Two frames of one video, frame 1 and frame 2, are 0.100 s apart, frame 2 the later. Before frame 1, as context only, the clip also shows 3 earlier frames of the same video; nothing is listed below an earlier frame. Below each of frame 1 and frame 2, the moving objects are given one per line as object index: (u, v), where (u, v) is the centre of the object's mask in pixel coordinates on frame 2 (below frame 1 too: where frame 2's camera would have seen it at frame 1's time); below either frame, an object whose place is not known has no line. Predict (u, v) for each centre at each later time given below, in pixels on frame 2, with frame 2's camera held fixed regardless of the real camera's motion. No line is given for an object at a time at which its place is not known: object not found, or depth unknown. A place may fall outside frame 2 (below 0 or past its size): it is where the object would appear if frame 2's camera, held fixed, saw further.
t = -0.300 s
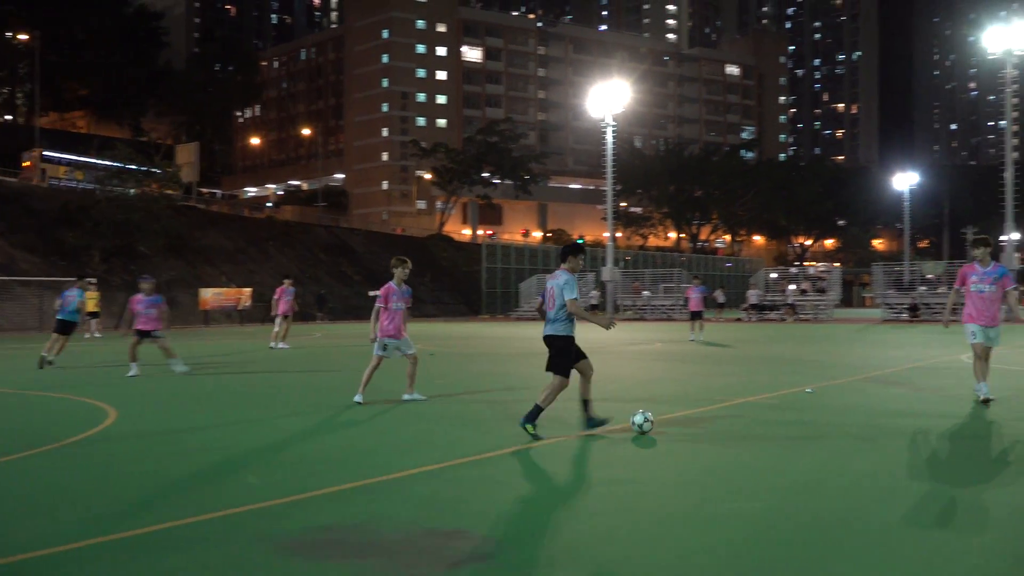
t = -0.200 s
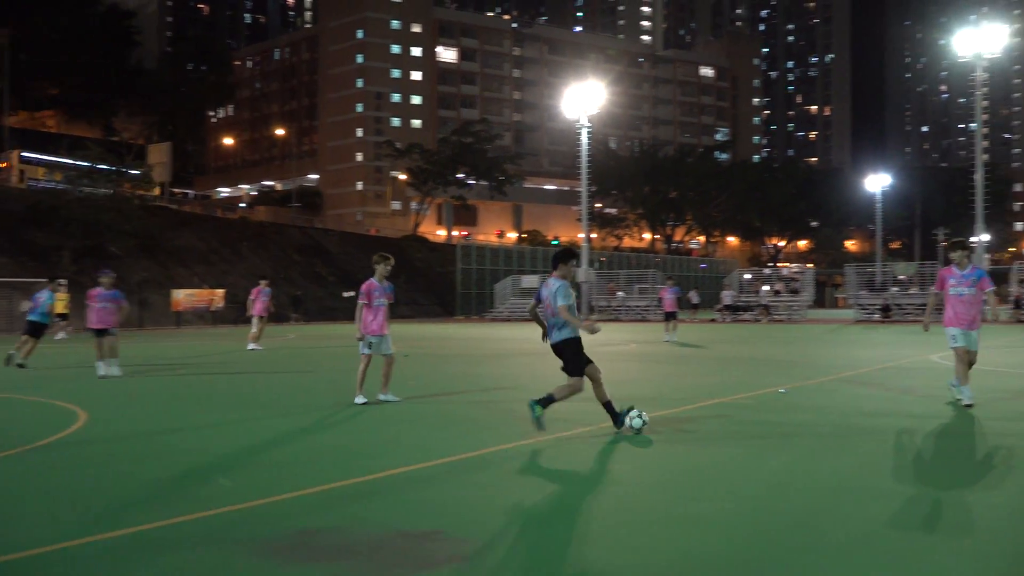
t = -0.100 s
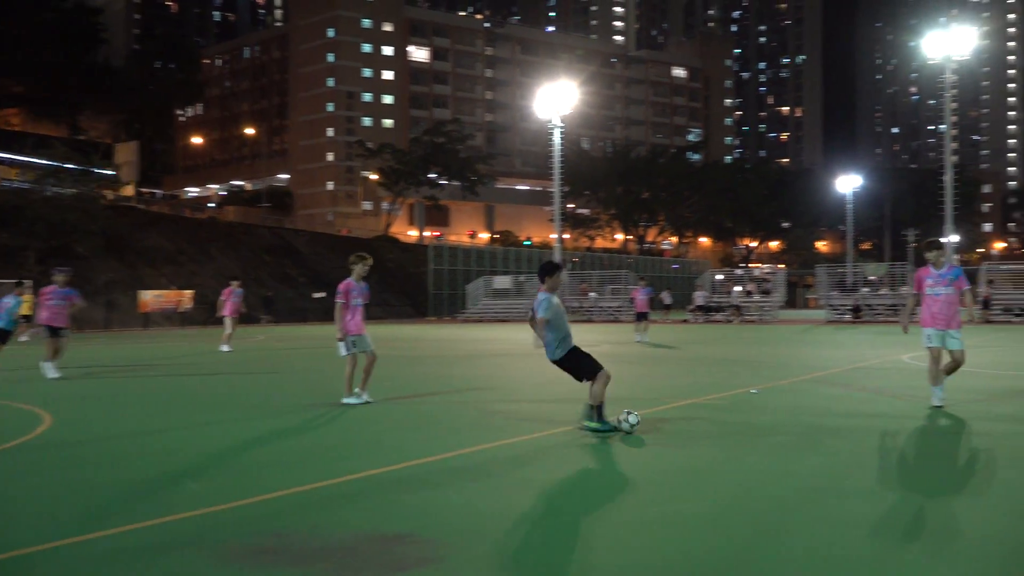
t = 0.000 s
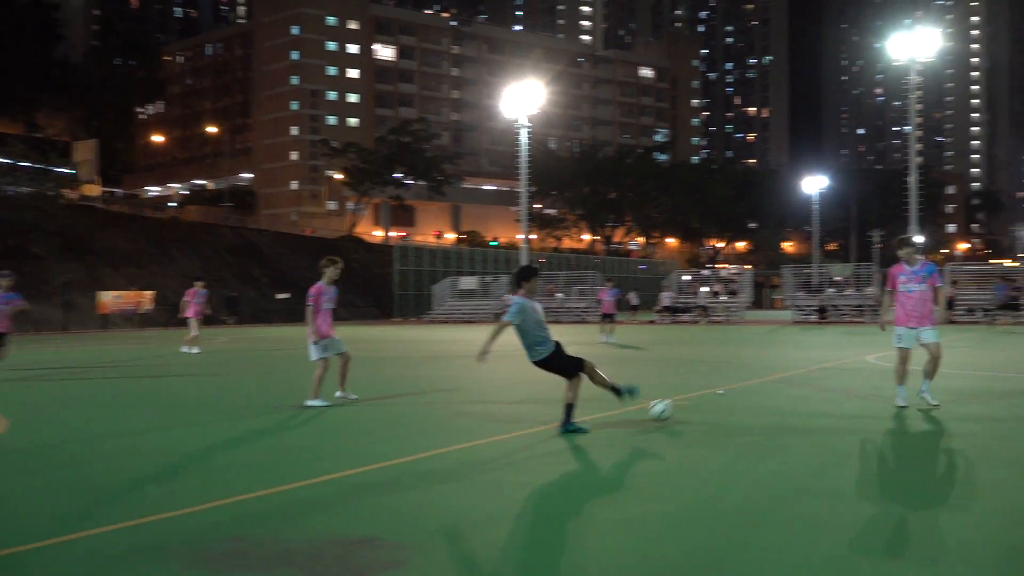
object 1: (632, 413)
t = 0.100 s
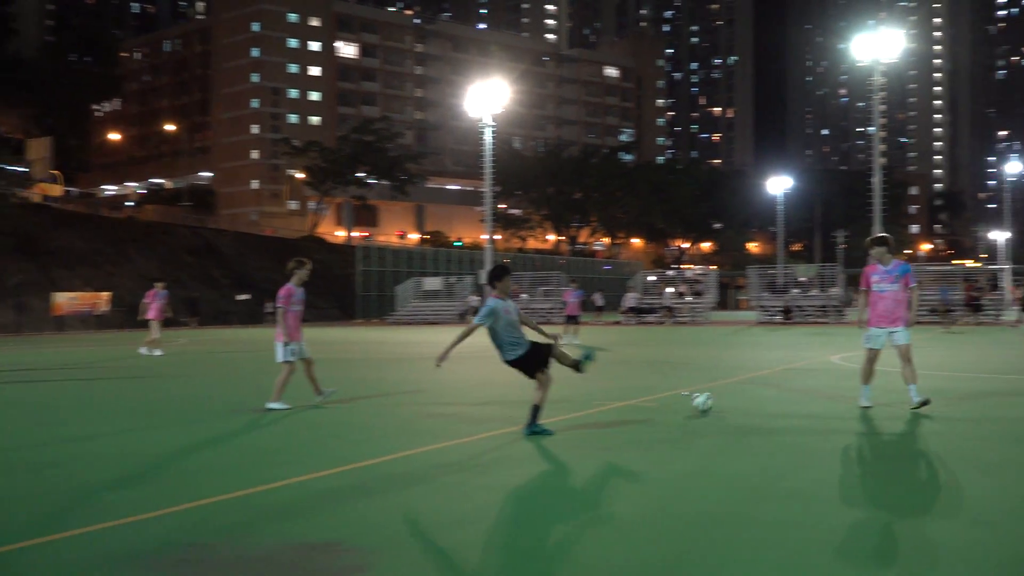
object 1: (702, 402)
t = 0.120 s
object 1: (714, 401)
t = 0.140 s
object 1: (725, 398)
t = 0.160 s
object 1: (734, 395)
